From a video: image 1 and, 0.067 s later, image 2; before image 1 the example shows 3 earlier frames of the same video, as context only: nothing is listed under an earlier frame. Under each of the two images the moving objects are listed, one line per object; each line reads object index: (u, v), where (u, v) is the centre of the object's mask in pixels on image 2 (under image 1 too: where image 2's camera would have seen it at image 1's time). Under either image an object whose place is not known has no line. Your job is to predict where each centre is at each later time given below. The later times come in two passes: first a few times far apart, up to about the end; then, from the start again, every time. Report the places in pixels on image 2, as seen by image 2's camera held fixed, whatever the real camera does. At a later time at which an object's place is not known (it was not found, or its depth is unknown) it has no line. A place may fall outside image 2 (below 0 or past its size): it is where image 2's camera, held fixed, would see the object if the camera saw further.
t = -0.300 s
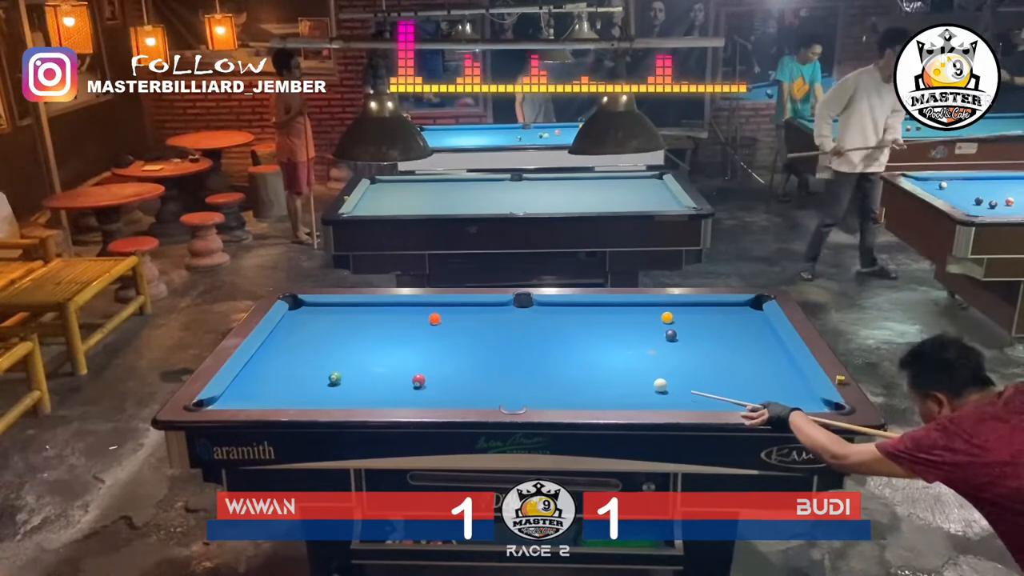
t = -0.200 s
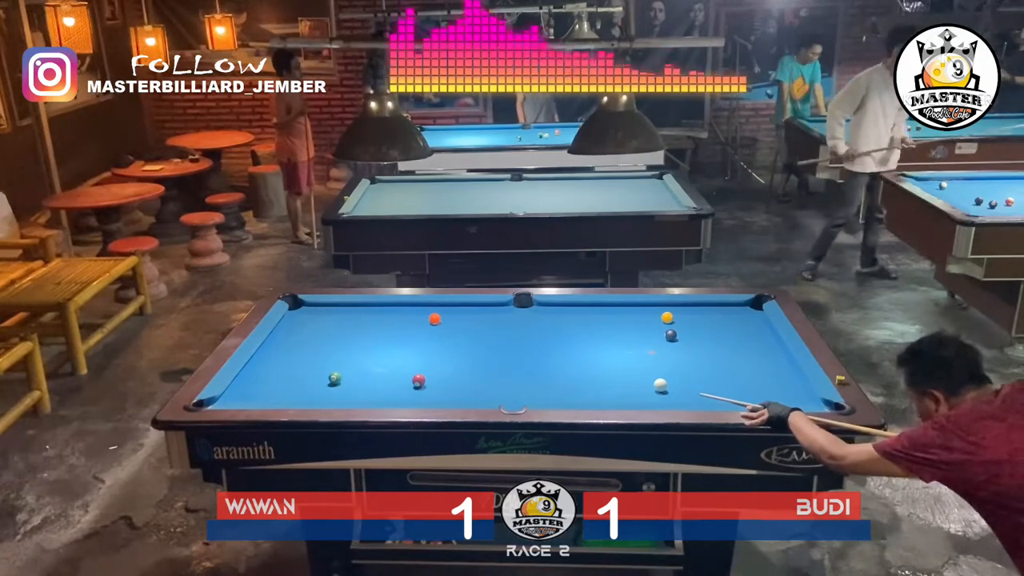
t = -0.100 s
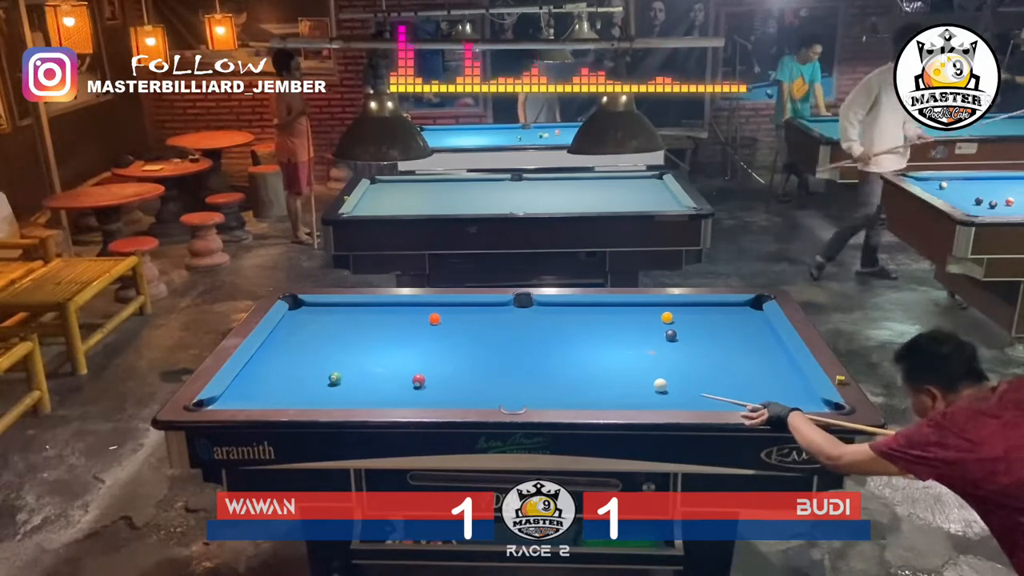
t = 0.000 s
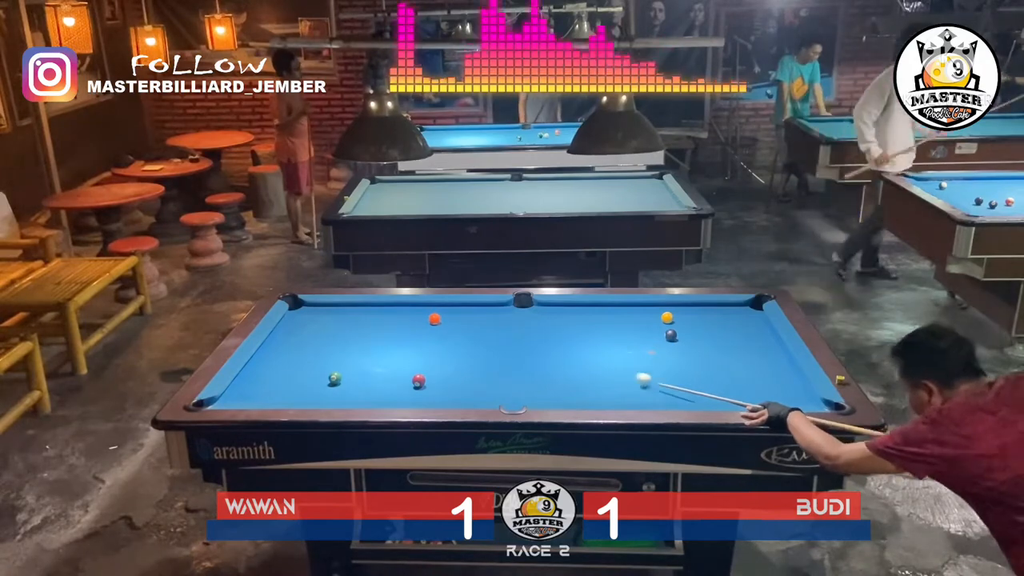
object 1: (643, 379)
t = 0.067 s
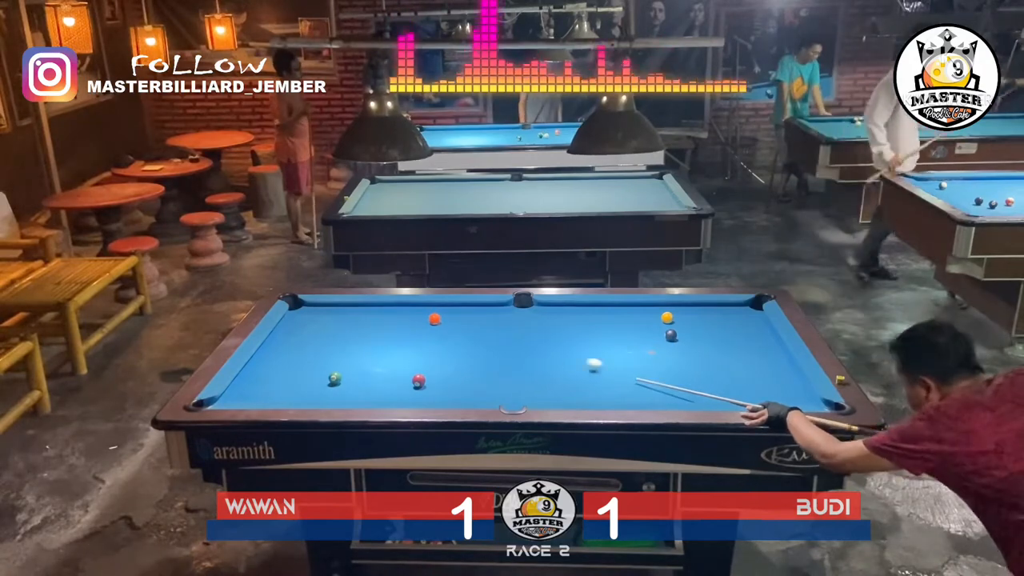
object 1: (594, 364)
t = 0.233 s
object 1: (498, 336)
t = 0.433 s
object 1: (450, 313)
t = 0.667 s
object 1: (448, 312)
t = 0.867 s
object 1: (446, 323)
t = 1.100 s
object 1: (445, 336)
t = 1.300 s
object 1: (444, 346)
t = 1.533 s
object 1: (443, 358)
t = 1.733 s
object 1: (443, 367)
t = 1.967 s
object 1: (443, 378)
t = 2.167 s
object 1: (444, 386)
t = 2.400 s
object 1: (446, 393)
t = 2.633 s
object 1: (448, 397)
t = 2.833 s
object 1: (450, 394)
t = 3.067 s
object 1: (453, 393)
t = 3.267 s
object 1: (455, 391)
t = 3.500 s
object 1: (456, 390)
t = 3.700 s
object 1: (456, 390)
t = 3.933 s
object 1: (456, 390)
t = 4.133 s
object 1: (456, 390)
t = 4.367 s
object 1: (456, 390)
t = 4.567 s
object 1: (456, 390)
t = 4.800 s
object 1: (456, 390)
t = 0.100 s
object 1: (571, 357)
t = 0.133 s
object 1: (551, 351)
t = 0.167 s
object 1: (532, 345)
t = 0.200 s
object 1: (514, 340)
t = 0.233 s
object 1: (498, 336)
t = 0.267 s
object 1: (483, 331)
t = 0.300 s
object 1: (468, 327)
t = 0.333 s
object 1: (454, 322)
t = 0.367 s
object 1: (446, 319)
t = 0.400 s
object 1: (448, 316)
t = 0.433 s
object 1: (450, 313)
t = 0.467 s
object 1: (450, 309)
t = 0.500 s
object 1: (450, 307)
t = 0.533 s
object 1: (449, 305)
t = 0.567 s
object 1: (449, 307)
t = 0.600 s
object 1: (449, 309)
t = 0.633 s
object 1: (448, 311)
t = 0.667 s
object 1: (448, 312)
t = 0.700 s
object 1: (448, 314)
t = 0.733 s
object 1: (447, 316)
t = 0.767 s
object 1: (447, 318)
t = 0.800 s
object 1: (447, 320)
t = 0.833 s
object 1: (447, 321)
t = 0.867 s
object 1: (446, 323)
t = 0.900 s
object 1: (446, 325)
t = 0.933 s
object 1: (446, 327)
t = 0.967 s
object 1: (445, 328)
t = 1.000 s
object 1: (445, 330)
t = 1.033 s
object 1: (445, 332)
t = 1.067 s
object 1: (445, 334)
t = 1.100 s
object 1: (445, 336)
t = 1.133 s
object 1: (444, 337)
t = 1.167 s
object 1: (444, 339)
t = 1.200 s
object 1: (444, 341)
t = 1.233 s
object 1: (444, 342)
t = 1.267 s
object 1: (444, 344)
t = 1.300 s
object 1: (444, 346)
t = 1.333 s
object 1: (444, 348)
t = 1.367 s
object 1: (443, 349)
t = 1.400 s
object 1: (443, 351)
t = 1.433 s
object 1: (443, 353)
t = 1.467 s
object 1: (443, 354)
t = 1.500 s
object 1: (443, 356)
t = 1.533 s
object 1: (443, 358)
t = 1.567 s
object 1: (443, 359)
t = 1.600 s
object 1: (443, 361)
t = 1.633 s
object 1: (443, 362)
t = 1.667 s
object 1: (443, 364)
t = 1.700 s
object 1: (443, 365)
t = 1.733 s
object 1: (443, 367)
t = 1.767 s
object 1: (443, 369)
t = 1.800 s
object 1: (443, 370)
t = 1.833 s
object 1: (443, 372)
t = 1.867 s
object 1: (443, 373)
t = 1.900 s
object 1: (443, 375)
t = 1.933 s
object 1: (443, 376)
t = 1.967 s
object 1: (443, 378)
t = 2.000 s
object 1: (443, 379)
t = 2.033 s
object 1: (443, 381)
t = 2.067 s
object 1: (444, 382)
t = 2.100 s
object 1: (444, 383)
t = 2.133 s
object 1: (444, 385)
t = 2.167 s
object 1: (444, 386)
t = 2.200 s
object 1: (444, 387)
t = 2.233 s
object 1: (444, 389)
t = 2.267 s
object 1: (444, 390)
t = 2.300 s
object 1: (444, 391)
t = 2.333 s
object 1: (445, 393)
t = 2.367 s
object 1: (445, 392)
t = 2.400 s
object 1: (446, 393)
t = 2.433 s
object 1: (446, 394)
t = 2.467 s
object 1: (446, 395)
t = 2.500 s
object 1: (446, 396)
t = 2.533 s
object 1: (446, 397)
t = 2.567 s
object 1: (447, 398)
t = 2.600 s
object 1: (447, 398)
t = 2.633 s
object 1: (448, 397)
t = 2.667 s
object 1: (448, 396)
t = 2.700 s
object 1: (449, 396)
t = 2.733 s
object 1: (449, 396)
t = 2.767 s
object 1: (450, 395)
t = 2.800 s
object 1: (450, 394)
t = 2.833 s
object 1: (450, 394)
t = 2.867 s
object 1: (451, 394)
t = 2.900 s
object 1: (451, 394)
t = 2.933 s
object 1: (451, 393)
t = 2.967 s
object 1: (452, 393)
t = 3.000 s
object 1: (452, 393)
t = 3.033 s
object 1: (453, 393)
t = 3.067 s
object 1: (453, 393)
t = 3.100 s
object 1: (453, 392)
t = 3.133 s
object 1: (453, 392)
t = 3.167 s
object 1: (454, 392)
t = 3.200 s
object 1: (454, 391)
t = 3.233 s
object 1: (454, 391)
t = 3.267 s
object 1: (455, 391)
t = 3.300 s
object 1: (455, 391)
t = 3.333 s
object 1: (456, 390)
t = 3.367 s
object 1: (456, 390)
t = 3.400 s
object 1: (456, 390)
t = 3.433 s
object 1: (456, 390)
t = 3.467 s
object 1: (457, 390)
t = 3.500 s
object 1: (456, 390)
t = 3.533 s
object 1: (456, 390)
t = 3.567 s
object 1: (456, 390)
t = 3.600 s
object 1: (456, 390)
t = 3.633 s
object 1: (456, 390)
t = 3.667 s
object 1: (456, 390)
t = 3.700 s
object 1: (456, 390)
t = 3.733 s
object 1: (456, 390)
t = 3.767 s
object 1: (456, 390)
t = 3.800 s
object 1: (456, 390)
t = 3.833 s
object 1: (456, 390)
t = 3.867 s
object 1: (456, 390)
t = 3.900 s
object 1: (456, 390)
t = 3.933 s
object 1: (456, 390)
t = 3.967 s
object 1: (456, 390)
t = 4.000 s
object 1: (456, 390)
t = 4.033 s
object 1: (456, 390)
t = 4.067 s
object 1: (456, 390)
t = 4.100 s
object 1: (456, 390)
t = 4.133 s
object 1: (456, 390)
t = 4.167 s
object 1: (456, 390)
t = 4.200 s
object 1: (456, 390)
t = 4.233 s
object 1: (456, 390)
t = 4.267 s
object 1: (456, 390)
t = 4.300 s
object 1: (456, 390)
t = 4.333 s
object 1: (456, 390)
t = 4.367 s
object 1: (456, 390)
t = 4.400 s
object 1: (456, 390)
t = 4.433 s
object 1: (456, 390)
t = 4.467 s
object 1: (456, 390)
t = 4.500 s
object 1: (456, 390)
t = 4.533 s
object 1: (456, 390)
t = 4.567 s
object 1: (456, 390)
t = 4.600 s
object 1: (456, 390)
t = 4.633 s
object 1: (456, 390)
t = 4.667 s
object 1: (456, 390)
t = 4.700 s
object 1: (456, 390)
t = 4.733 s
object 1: (456, 390)
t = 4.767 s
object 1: (456, 390)
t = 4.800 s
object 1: (456, 390)
